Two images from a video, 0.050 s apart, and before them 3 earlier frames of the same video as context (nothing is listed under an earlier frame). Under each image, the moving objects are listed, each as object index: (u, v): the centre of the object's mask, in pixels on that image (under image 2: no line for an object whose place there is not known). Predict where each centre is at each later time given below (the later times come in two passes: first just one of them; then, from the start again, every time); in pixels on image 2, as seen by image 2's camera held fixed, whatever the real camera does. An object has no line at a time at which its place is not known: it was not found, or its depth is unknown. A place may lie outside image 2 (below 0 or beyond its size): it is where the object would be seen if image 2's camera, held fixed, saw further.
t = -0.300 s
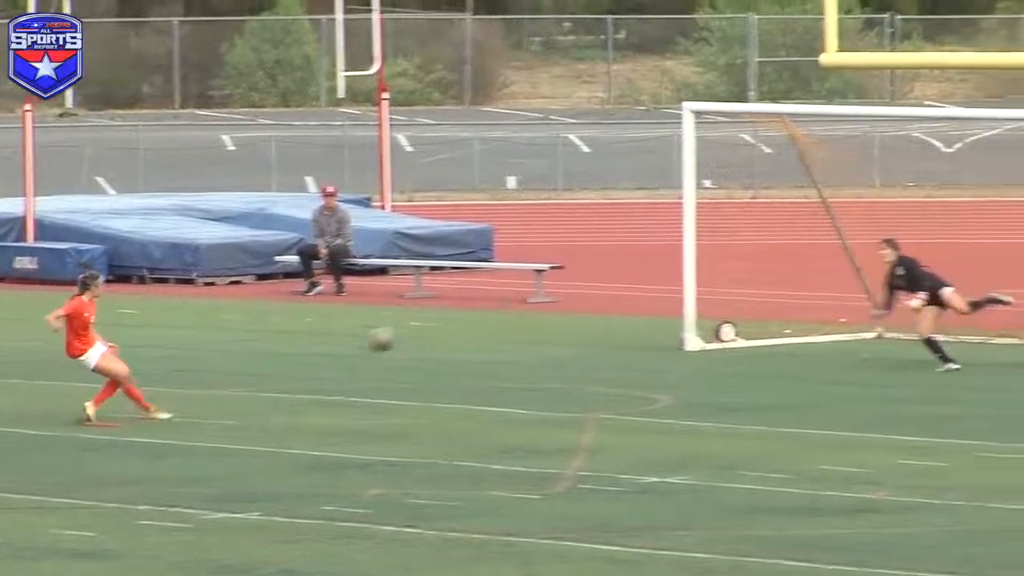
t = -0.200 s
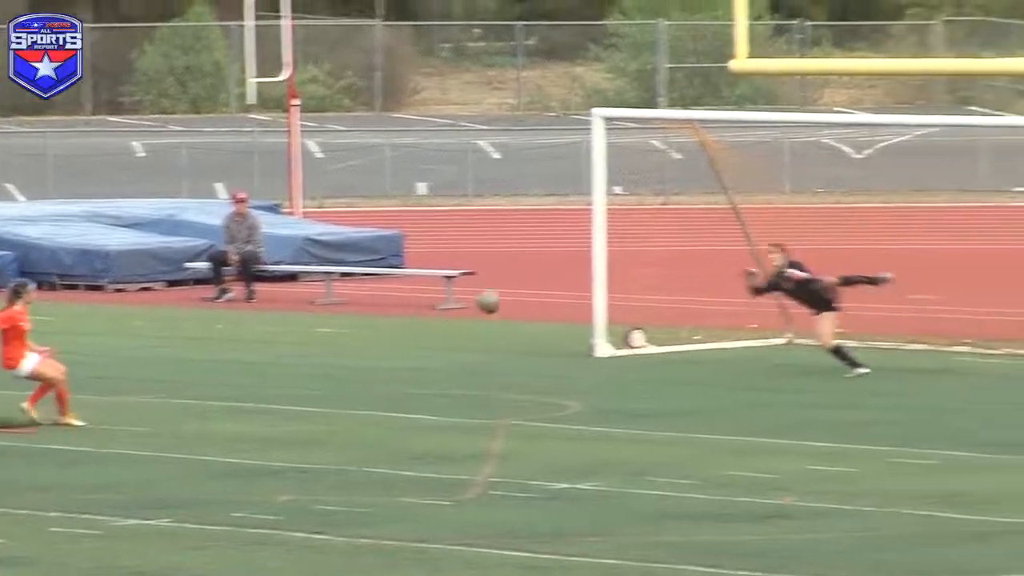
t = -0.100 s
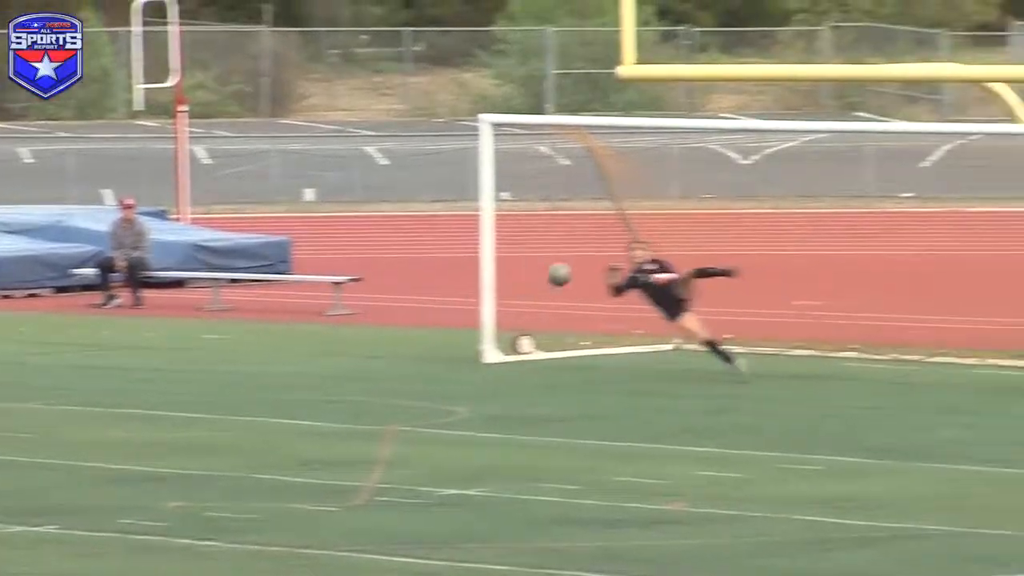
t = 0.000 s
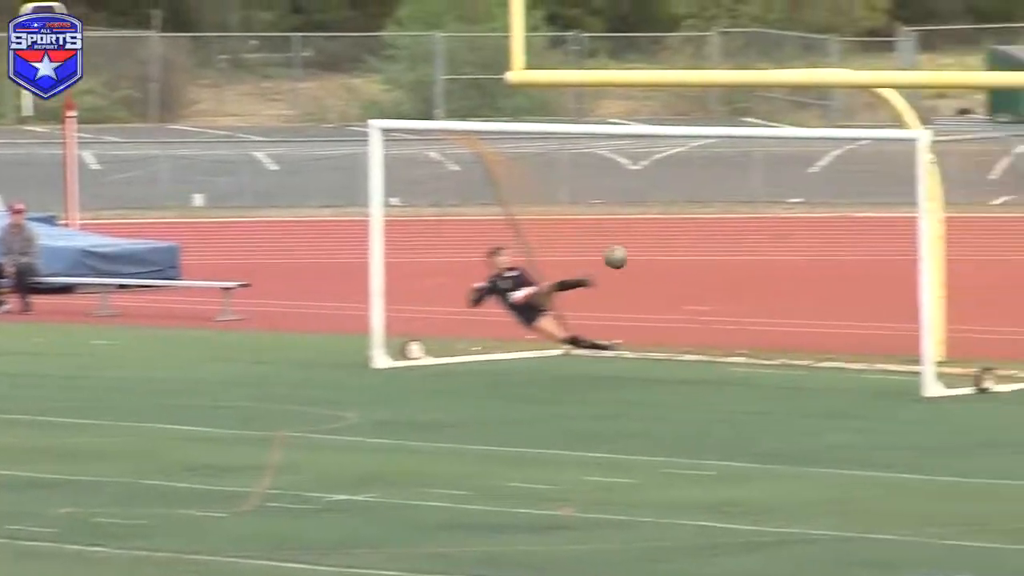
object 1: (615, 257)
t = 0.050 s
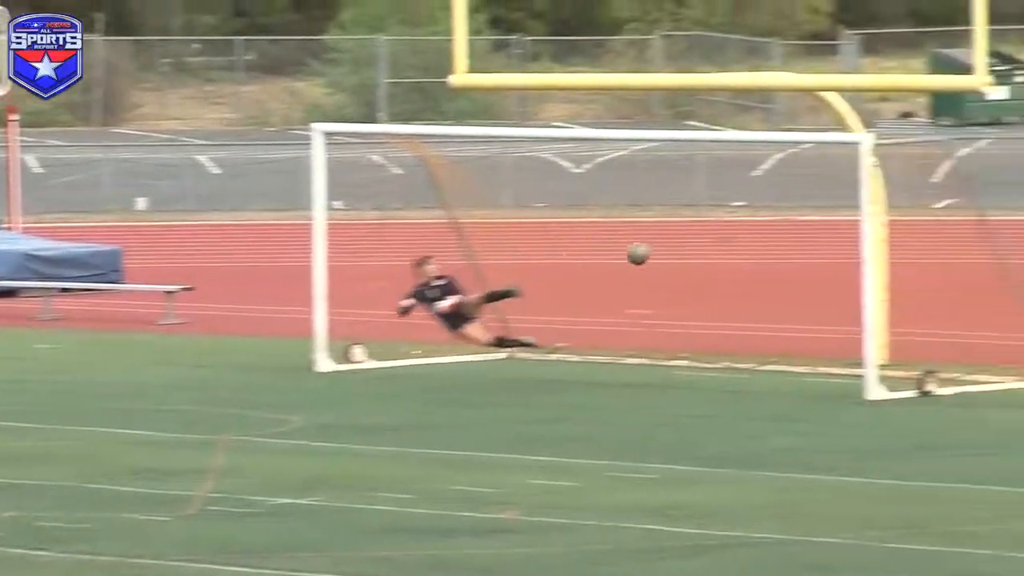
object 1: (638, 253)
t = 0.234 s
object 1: (900, 246)
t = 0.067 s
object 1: (663, 252)
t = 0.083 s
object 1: (687, 250)
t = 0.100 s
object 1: (711, 249)
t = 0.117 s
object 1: (736, 247)
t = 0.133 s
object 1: (761, 246)
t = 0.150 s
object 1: (783, 246)
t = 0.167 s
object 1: (807, 246)
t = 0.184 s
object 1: (831, 246)
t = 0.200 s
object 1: (851, 247)
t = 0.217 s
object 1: (881, 246)
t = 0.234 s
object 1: (900, 246)
